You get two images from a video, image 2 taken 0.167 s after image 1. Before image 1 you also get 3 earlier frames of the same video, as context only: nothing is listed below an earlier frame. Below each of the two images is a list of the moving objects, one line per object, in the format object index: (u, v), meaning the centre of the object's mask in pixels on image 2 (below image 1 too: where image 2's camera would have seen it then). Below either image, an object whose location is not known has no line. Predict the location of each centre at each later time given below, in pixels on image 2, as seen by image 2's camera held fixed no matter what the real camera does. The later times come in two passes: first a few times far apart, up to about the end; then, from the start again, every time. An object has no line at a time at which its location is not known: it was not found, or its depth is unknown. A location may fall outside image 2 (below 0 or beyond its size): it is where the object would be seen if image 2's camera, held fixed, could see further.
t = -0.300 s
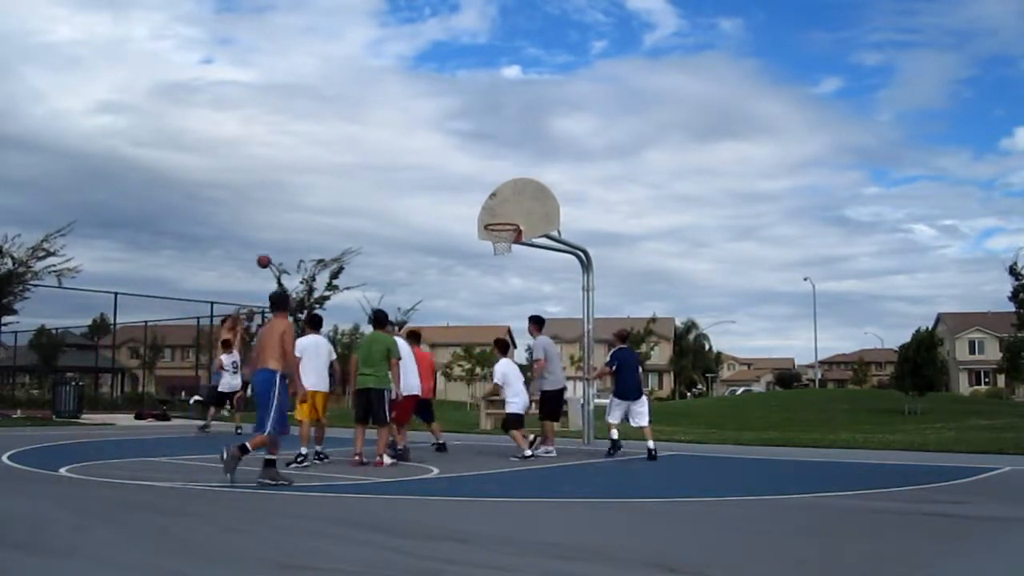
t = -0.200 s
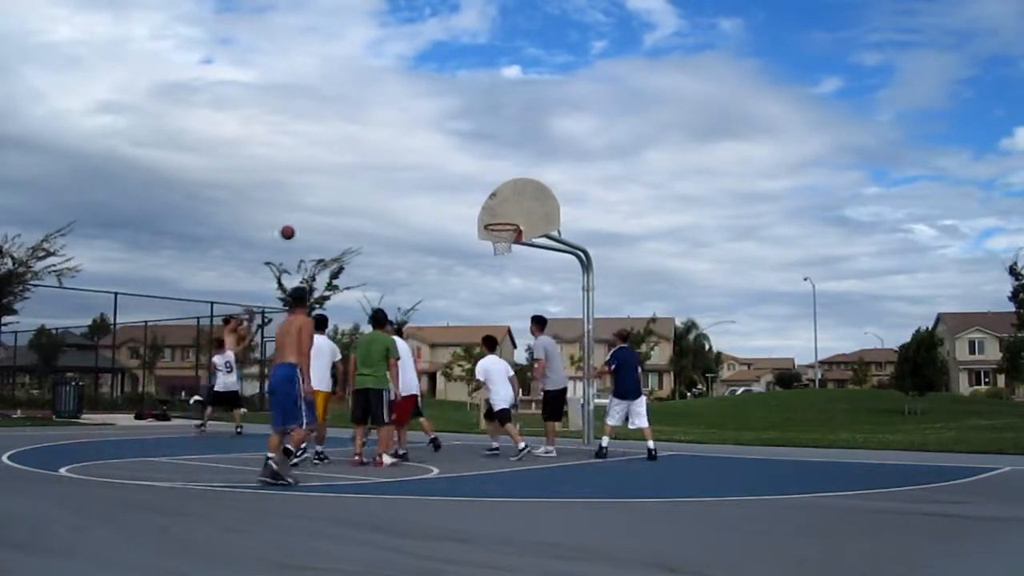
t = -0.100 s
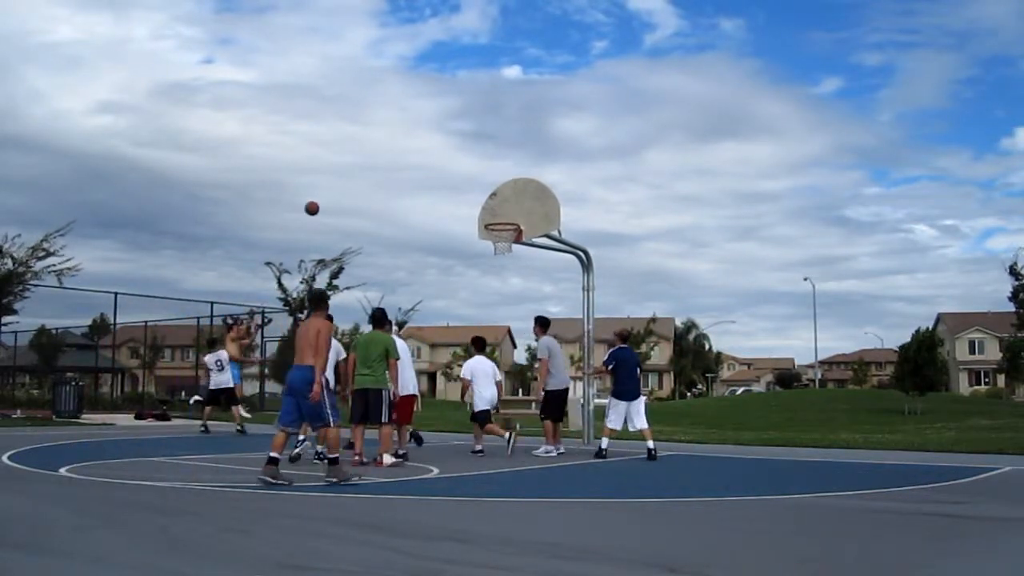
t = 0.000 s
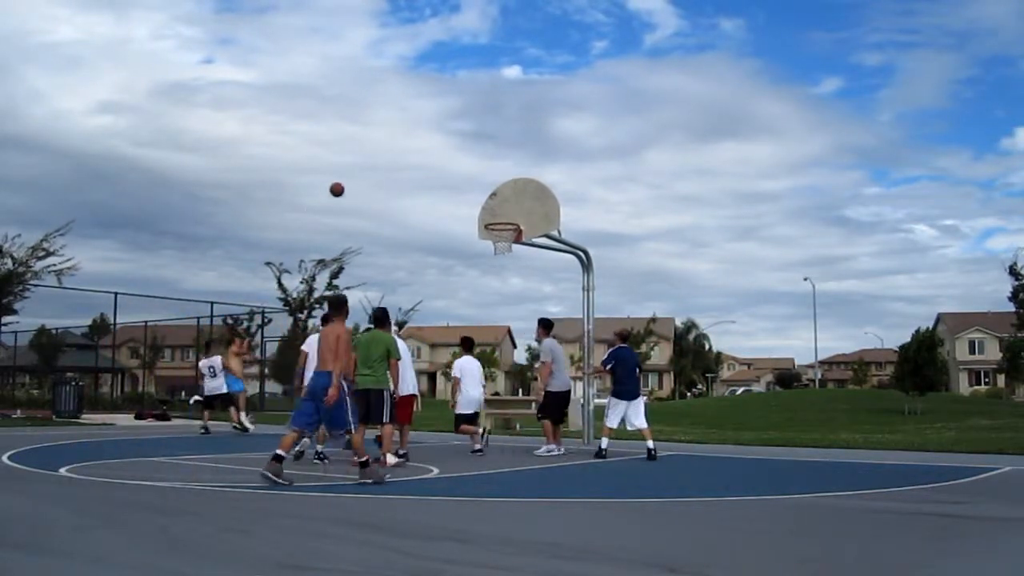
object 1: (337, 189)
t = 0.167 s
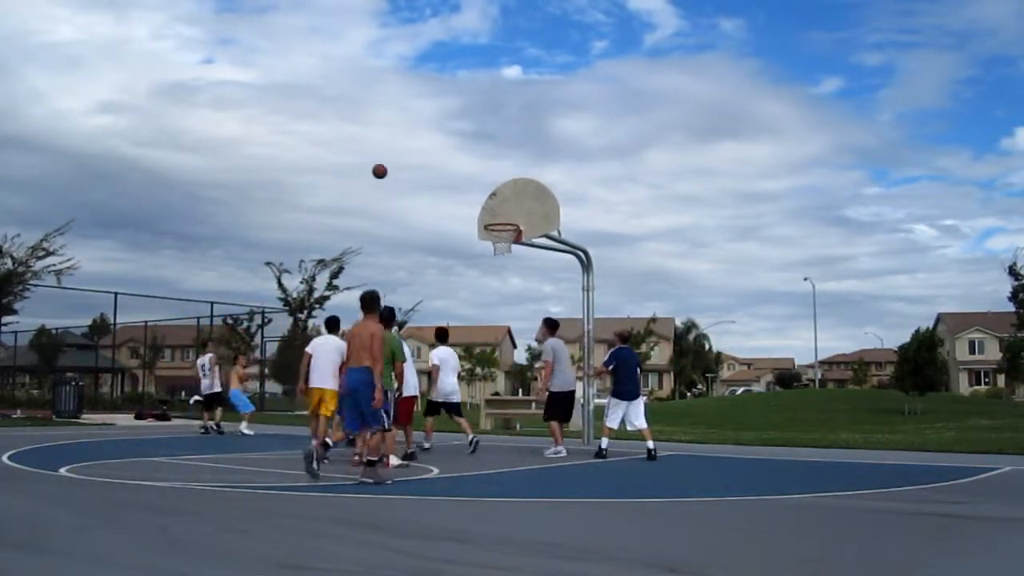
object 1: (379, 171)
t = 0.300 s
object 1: (415, 168)
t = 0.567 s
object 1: (484, 192)
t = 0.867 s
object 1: (469, 234)
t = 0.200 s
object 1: (388, 169)
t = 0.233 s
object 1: (397, 168)
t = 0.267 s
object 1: (406, 167)
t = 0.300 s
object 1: (415, 168)
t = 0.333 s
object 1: (425, 169)
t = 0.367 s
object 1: (434, 170)
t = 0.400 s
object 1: (444, 173)
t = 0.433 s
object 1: (454, 176)
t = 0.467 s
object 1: (463, 180)
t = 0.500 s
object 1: (473, 185)
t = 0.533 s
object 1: (484, 191)
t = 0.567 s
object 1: (484, 192)
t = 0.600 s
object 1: (481, 193)
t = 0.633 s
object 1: (480, 195)
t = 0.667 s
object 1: (478, 198)
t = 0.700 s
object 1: (477, 202)
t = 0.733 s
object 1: (475, 206)
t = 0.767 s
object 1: (474, 212)
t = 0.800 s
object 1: (472, 218)
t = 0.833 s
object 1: (470, 226)
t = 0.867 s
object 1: (469, 234)
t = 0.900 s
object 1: (467, 244)
